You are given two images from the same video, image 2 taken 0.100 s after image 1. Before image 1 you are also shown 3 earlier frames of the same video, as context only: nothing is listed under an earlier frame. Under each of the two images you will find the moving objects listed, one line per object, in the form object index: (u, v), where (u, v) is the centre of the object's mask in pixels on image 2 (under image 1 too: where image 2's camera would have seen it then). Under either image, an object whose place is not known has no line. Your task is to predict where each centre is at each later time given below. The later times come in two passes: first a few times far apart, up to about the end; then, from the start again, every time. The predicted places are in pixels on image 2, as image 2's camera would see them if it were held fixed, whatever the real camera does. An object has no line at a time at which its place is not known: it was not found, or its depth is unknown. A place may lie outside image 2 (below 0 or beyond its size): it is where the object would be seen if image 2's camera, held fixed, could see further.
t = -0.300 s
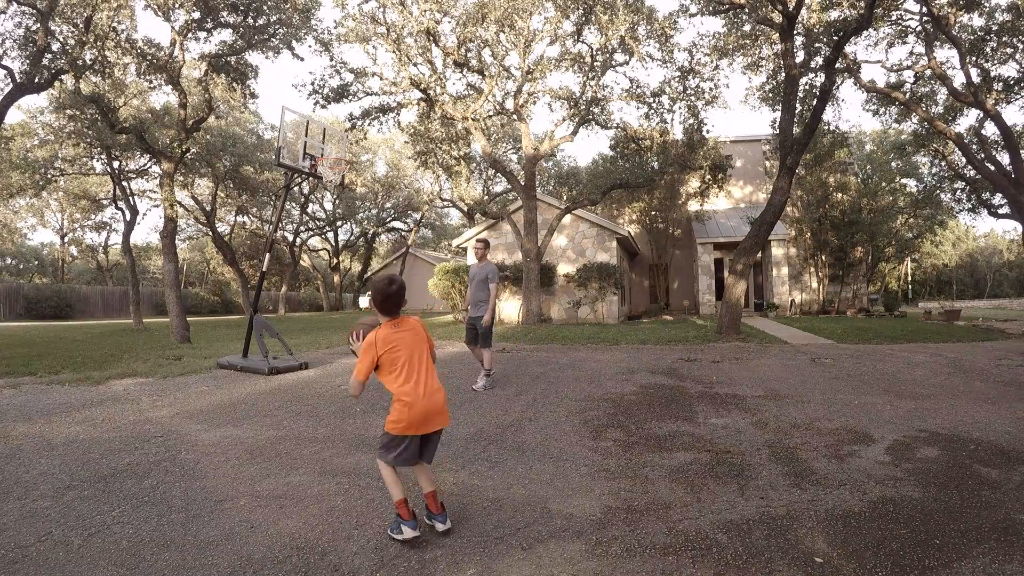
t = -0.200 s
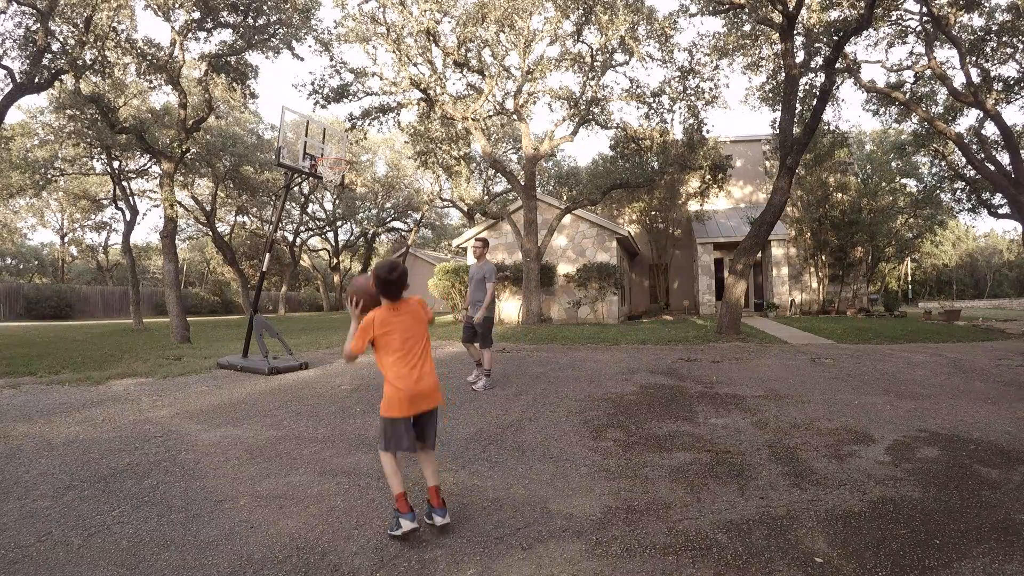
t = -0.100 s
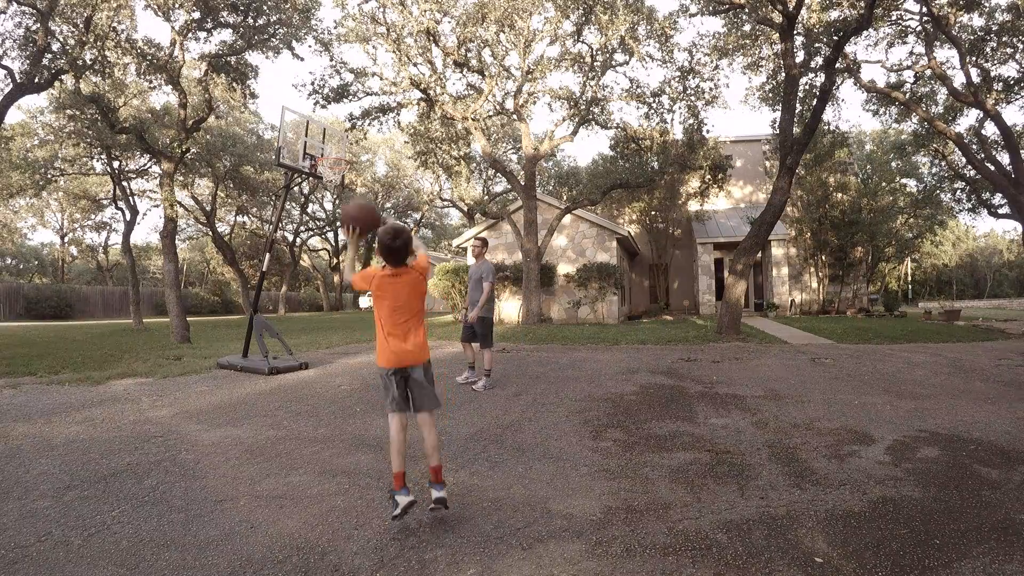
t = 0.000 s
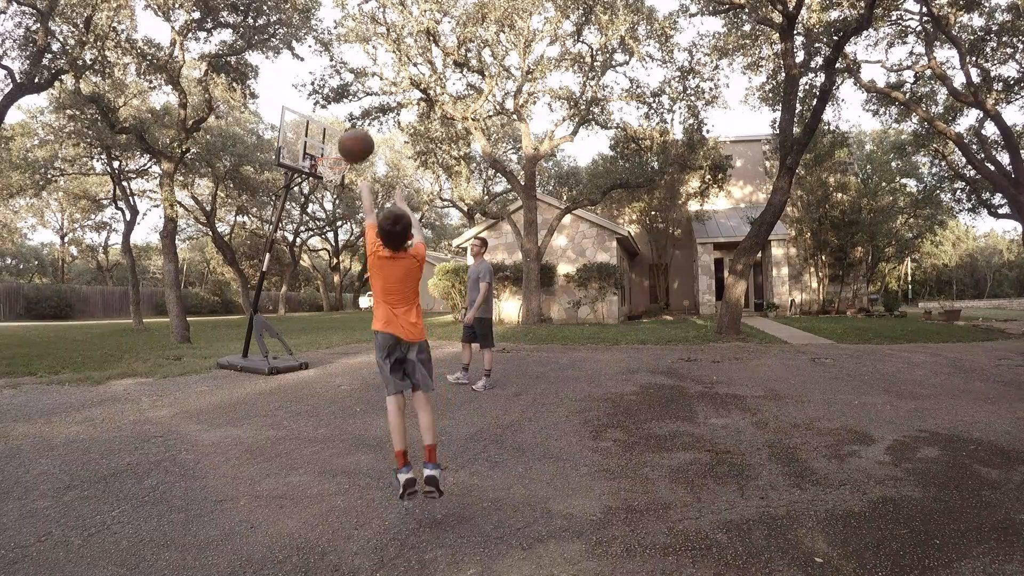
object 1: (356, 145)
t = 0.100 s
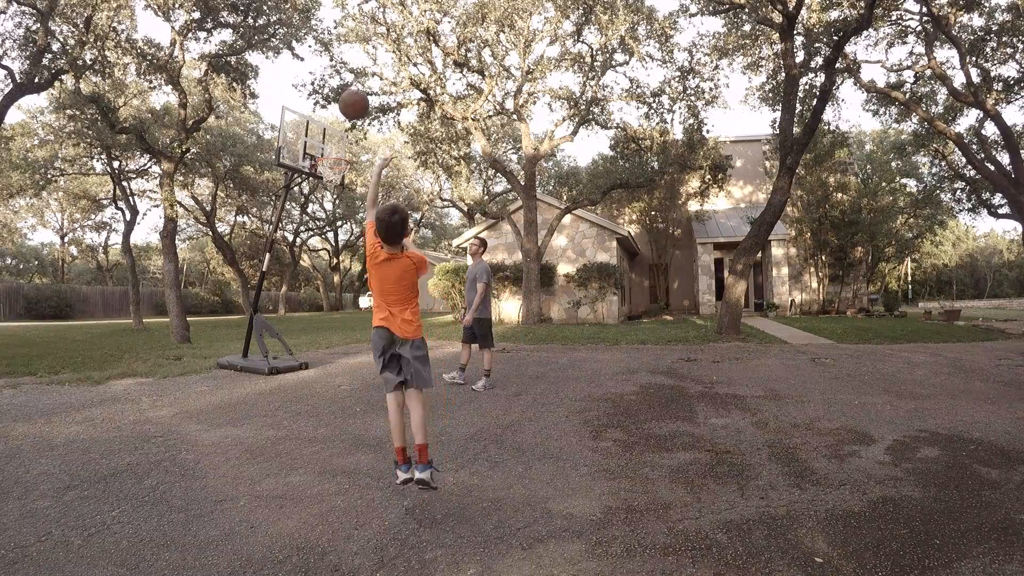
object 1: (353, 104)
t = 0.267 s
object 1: (350, 76)
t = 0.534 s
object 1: (342, 90)
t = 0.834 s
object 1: (335, 155)
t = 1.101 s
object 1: (332, 189)
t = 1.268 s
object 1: (330, 222)
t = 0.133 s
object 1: (353, 95)
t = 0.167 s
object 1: (352, 88)
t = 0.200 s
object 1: (351, 83)
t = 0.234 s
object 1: (350, 79)
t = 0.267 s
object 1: (350, 76)
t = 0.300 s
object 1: (349, 75)
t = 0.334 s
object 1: (348, 74)
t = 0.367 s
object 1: (347, 75)
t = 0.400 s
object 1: (346, 76)
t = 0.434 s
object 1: (345, 78)
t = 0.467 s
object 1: (345, 81)
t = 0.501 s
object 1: (344, 85)
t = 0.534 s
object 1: (342, 90)
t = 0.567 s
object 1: (341, 94)
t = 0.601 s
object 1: (341, 100)
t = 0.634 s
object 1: (340, 107)
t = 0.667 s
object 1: (338, 115)
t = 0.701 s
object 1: (338, 122)
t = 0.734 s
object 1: (337, 130)
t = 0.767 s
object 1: (336, 139)
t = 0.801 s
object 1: (335, 147)
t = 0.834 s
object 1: (335, 155)
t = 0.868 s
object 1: (335, 166)
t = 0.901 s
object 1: (333, 177)
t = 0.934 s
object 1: (333, 179)
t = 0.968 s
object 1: (333, 182)
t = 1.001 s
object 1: (333, 183)
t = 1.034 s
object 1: (332, 184)
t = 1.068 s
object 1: (332, 186)
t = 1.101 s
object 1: (332, 189)
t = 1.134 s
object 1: (331, 194)
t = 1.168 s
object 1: (331, 200)
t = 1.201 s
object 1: (330, 206)
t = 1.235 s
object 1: (330, 213)
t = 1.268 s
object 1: (330, 222)
